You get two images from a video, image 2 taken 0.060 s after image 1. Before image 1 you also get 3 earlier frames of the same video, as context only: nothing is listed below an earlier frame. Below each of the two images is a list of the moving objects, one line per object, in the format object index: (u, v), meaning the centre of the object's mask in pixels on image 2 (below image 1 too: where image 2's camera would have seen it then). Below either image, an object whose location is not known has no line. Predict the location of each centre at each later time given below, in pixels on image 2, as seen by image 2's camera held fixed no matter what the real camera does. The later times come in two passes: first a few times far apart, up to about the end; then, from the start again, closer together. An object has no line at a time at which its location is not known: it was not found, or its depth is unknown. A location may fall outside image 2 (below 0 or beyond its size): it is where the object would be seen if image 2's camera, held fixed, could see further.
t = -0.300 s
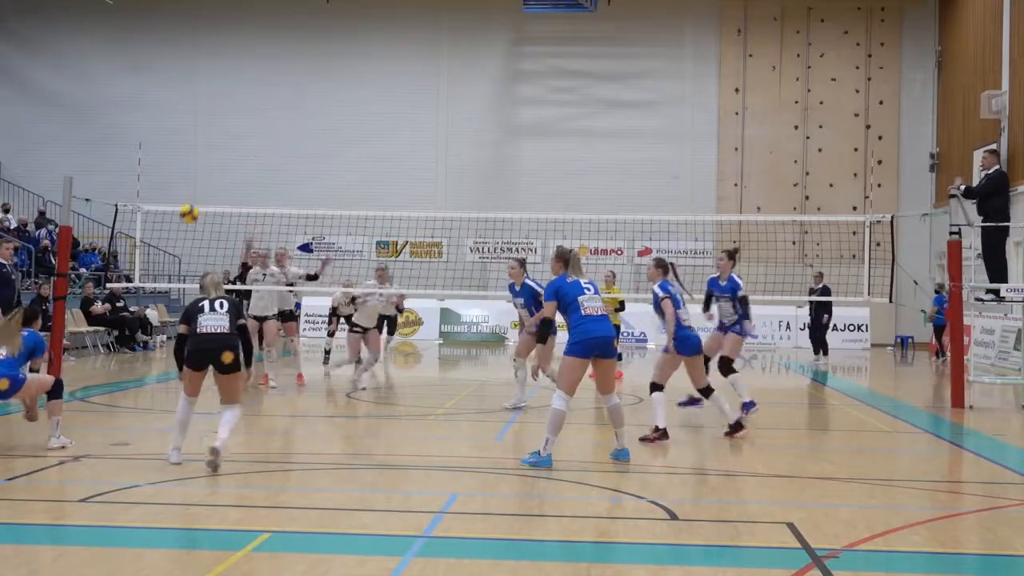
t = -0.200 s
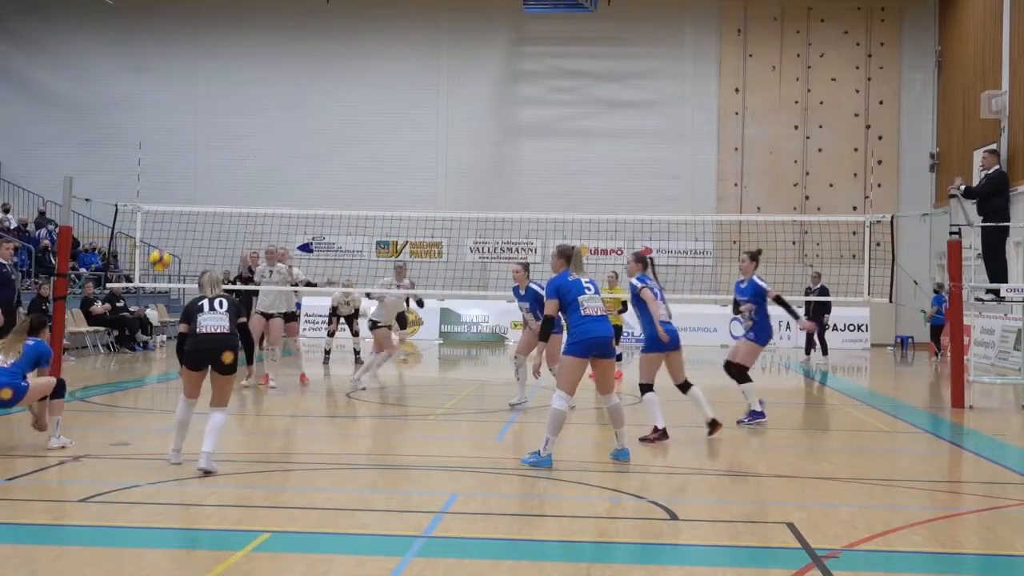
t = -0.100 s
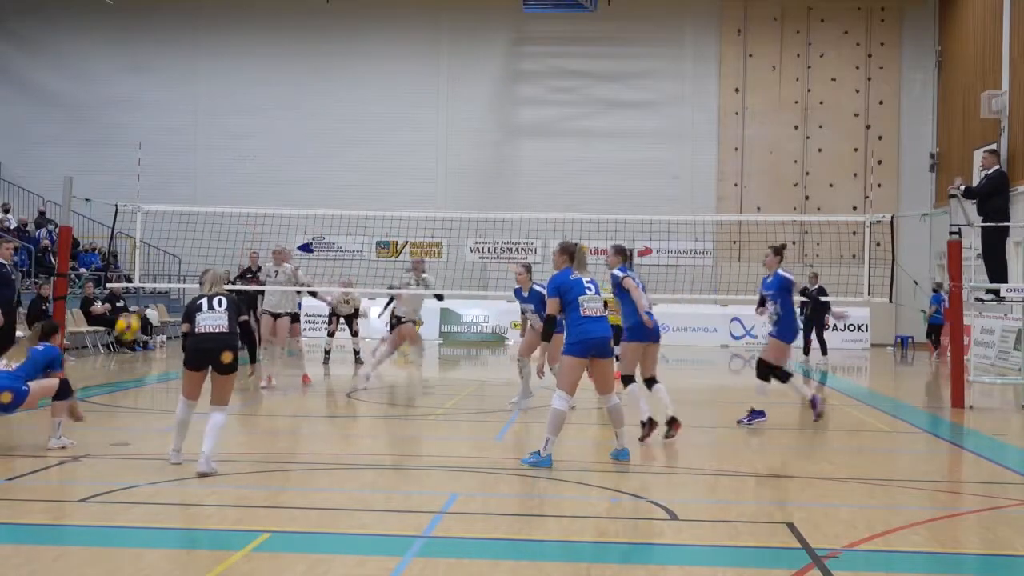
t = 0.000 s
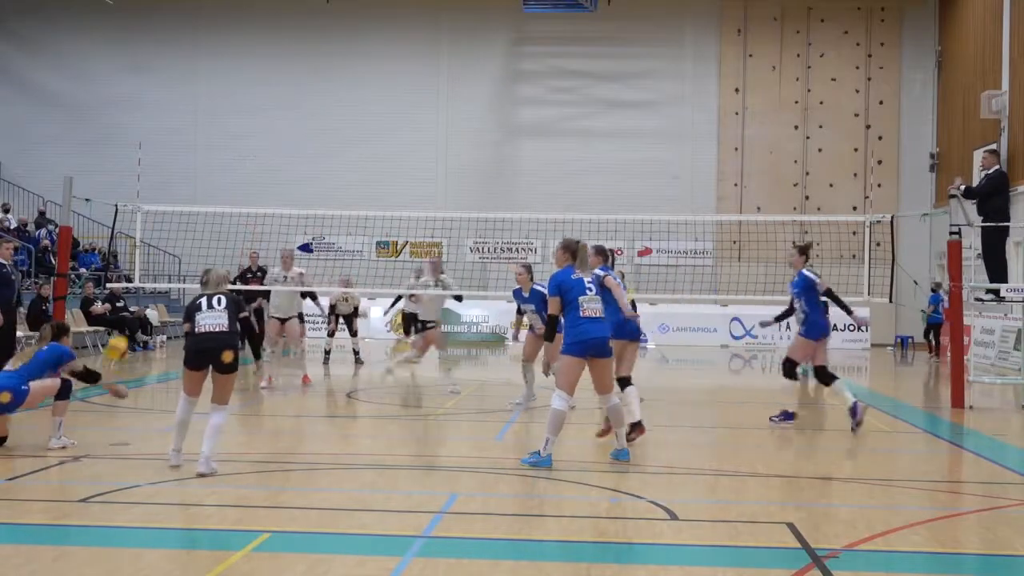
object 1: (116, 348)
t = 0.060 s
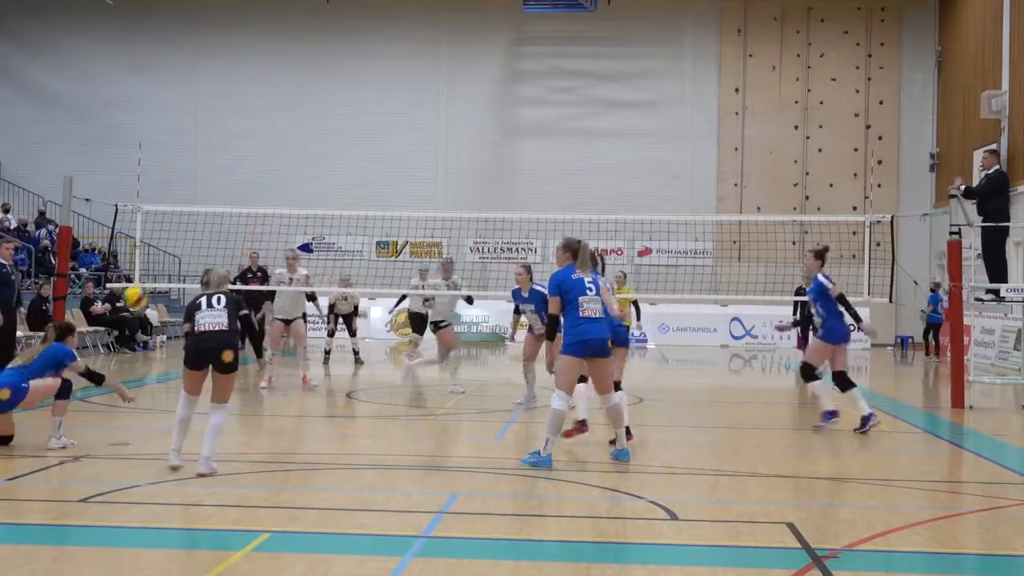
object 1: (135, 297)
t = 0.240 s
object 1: (184, 175)
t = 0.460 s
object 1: (232, 90)
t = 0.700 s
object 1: (276, 59)
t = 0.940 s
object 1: (311, 82)
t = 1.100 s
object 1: (333, 118)
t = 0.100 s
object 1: (146, 266)
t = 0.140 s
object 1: (159, 236)
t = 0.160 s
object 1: (164, 225)
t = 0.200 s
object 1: (175, 198)
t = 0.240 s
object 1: (184, 175)
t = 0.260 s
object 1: (189, 164)
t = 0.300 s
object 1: (198, 146)
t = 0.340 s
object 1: (206, 128)
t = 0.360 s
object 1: (211, 121)
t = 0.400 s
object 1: (219, 108)
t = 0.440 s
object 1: (229, 95)
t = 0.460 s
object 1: (232, 90)
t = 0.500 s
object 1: (240, 80)
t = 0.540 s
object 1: (248, 73)
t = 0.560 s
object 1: (252, 69)
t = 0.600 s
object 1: (258, 64)
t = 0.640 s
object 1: (266, 62)
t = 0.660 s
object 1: (270, 60)
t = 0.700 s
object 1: (276, 59)
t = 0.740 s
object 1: (283, 60)
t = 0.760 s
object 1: (285, 60)
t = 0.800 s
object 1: (291, 62)
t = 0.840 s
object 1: (298, 66)
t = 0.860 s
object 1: (300, 68)
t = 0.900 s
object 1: (307, 74)
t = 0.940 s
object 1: (311, 82)
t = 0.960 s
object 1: (314, 85)
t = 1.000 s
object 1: (321, 92)
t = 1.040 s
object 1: (325, 102)
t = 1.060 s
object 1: (327, 108)
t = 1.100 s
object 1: (333, 118)
